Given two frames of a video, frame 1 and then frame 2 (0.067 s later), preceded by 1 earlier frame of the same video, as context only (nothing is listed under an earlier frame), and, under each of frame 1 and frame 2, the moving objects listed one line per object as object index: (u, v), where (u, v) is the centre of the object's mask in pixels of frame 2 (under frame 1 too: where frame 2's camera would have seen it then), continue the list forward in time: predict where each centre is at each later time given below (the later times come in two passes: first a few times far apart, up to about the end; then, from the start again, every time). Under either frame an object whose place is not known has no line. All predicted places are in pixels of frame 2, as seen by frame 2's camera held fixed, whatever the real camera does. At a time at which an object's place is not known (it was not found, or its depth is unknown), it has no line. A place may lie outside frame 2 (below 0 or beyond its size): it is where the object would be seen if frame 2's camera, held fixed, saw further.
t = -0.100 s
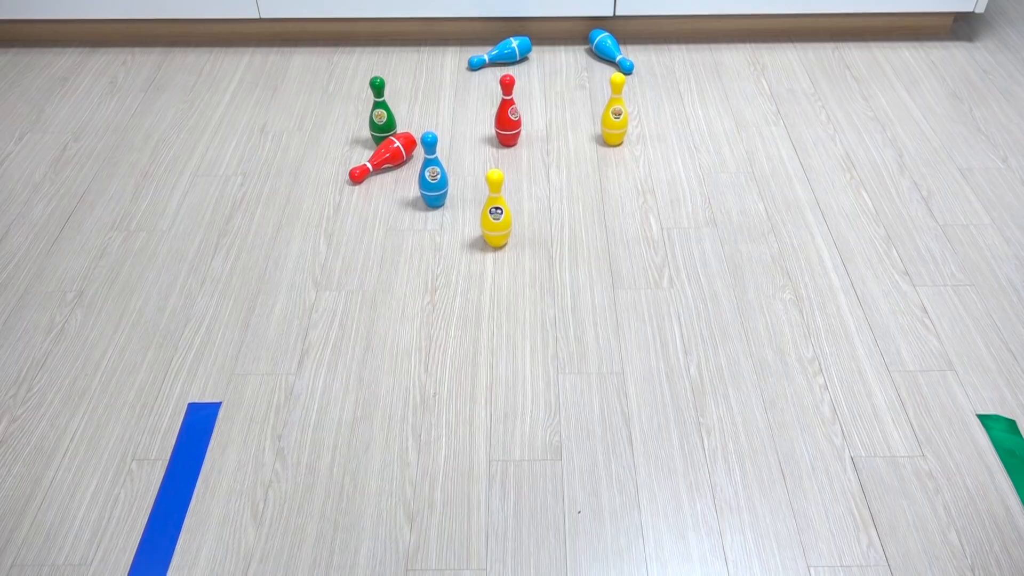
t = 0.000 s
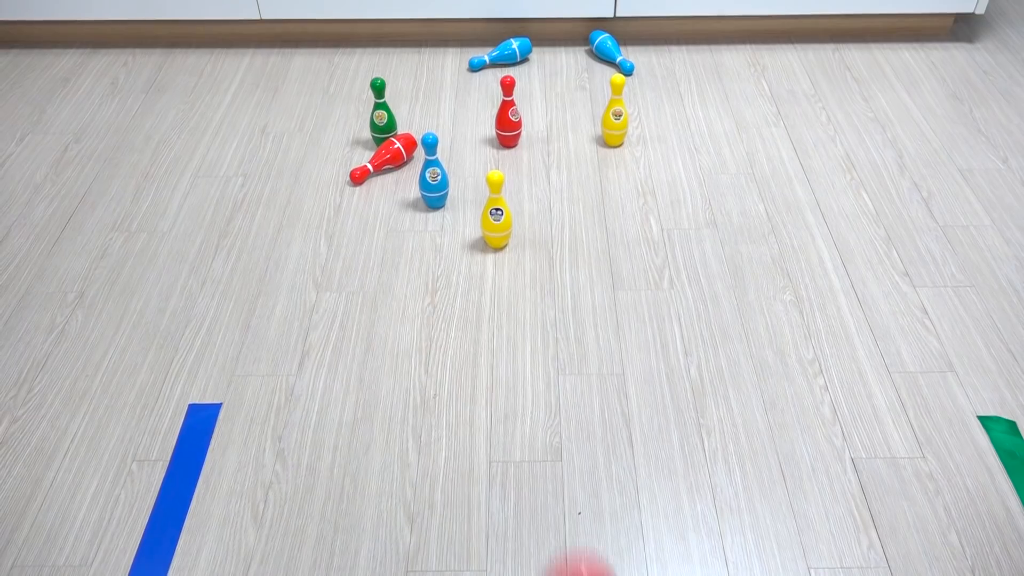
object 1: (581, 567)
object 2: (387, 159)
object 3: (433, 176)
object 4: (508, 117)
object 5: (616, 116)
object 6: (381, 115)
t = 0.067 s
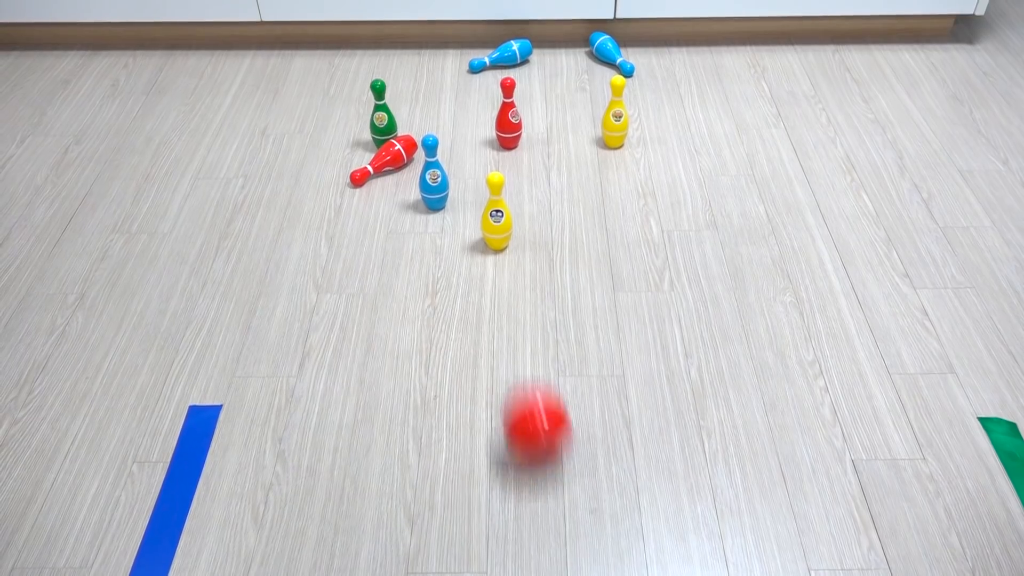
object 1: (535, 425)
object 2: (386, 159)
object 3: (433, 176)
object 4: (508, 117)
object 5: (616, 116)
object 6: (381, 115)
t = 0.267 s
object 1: (453, 203)
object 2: (386, 159)
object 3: (428, 166)
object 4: (516, 97)
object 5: (616, 116)
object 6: (381, 115)
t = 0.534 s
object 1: (445, 180)
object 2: (365, 137)
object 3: (416, 149)
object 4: (576, 80)
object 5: (616, 116)
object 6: (344, 93)
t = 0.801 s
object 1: (456, 178)
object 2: (347, 117)
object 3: (426, 148)
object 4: (568, 124)
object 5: (684, 143)
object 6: (306, 61)
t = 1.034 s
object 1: (471, 181)
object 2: (330, 103)
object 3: (423, 145)
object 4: (546, 135)
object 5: (743, 167)
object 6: (283, 46)
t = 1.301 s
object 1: (492, 188)
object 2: (298, 93)
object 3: (417, 142)
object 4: (536, 137)
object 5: (789, 202)
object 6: (273, 54)
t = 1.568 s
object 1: (507, 195)
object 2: (257, 93)
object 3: (408, 138)
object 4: (527, 133)
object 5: (824, 223)
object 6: (280, 61)
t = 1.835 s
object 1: (509, 201)
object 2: (217, 103)
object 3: (401, 133)
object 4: (524, 129)
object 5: (832, 239)
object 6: (299, 60)
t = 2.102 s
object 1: (498, 209)
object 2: (186, 119)
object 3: (397, 128)
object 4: (523, 126)
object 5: (839, 253)
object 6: (319, 54)
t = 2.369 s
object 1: (481, 218)
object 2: (167, 138)
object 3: (396, 127)
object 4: (524, 127)
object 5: (849, 266)
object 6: (334, 48)
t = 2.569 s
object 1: (470, 223)
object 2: (162, 152)
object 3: (398, 130)
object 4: (526, 130)
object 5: (857, 274)
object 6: (342, 43)
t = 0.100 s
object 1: (519, 354)
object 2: (386, 159)
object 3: (433, 176)
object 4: (508, 117)
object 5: (616, 116)
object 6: (381, 115)
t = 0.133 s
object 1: (503, 297)
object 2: (386, 159)
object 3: (433, 176)
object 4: (508, 117)
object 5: (616, 116)
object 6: (381, 115)
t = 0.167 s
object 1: (491, 246)
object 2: (386, 159)
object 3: (433, 176)
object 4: (508, 117)
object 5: (616, 116)
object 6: (381, 115)
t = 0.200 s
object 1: (477, 229)
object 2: (386, 159)
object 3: (433, 176)
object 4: (509, 116)
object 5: (616, 116)
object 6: (381, 115)
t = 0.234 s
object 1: (463, 215)
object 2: (386, 159)
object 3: (432, 175)
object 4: (510, 108)
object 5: (616, 116)
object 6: (381, 115)
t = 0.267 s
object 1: (453, 203)
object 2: (386, 159)
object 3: (428, 166)
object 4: (516, 97)
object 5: (616, 116)
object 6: (381, 115)
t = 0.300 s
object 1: (451, 199)
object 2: (384, 160)
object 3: (418, 161)
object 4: (523, 66)
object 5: (616, 116)
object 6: (381, 115)
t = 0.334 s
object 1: (449, 196)
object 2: (377, 160)
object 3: (409, 152)
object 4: (531, 42)
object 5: (616, 116)
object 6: (381, 114)
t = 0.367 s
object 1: (448, 192)
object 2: (373, 157)
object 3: (408, 147)
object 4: (539, 28)
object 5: (616, 116)
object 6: (375, 112)
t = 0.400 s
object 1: (447, 190)
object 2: (370, 155)
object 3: (406, 145)
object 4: (548, 37)
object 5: (615, 116)
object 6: (369, 108)
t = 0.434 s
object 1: (446, 186)
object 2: (369, 148)
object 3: (407, 148)
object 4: (556, 55)
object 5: (615, 116)
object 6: (363, 107)
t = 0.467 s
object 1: (445, 184)
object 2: (368, 144)
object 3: (409, 150)
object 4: (566, 80)
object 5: (616, 116)
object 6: (357, 108)
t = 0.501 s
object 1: (445, 182)
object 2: (368, 139)
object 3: (412, 148)
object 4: (572, 81)
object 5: (616, 116)
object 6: (351, 102)
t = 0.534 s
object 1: (445, 180)
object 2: (365, 137)
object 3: (416, 149)
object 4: (576, 80)
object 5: (616, 116)
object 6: (344, 93)
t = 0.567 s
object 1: (446, 180)
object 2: (361, 135)
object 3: (419, 153)
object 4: (582, 84)
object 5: (616, 116)
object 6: (338, 88)
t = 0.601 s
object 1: (447, 180)
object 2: (358, 131)
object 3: (421, 154)
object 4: (589, 95)
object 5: (616, 116)
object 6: (333, 82)
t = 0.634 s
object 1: (449, 179)
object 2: (355, 130)
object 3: (422, 152)
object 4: (594, 106)
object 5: (621, 117)
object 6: (328, 81)
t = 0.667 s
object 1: (450, 179)
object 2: (353, 127)
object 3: (423, 150)
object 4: (588, 114)
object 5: (635, 122)
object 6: (324, 78)
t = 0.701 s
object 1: (452, 179)
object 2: (351, 125)
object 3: (424, 151)
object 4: (582, 127)
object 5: (648, 128)
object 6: (318, 71)
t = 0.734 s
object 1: (453, 178)
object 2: (350, 121)
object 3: (425, 151)
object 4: (577, 122)
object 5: (661, 133)
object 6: (314, 68)
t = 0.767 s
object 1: (455, 178)
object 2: (348, 120)
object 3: (425, 150)
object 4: (572, 121)
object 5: (672, 138)
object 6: (309, 63)
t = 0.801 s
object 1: (456, 178)
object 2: (347, 117)
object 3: (426, 148)
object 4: (568, 124)
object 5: (684, 143)
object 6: (306, 61)
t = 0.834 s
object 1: (458, 178)
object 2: (345, 114)
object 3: (426, 148)
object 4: (563, 131)
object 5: (694, 147)
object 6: (302, 58)
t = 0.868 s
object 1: (460, 179)
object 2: (343, 112)
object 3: (426, 148)
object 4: (559, 134)
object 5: (704, 150)
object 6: (298, 54)
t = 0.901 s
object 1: (462, 179)
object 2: (341, 110)
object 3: (425, 147)
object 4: (556, 128)
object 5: (713, 154)
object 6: (295, 51)
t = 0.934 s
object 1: (464, 179)
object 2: (339, 109)
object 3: (425, 147)
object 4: (554, 128)
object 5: (721, 157)
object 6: (291, 48)
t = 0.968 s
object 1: (467, 180)
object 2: (336, 107)
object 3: (424, 147)
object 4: (551, 132)
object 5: (729, 161)
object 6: (289, 46)
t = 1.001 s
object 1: (469, 180)
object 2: (333, 105)
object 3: (423, 146)
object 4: (548, 135)
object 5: (736, 164)
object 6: (287, 46)
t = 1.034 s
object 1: (471, 181)
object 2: (330, 103)
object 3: (423, 145)
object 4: (546, 135)
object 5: (743, 167)
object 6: (283, 46)
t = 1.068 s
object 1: (474, 182)
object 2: (326, 102)
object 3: (422, 145)
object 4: (545, 134)
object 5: (749, 170)
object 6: (281, 47)
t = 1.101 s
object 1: (477, 183)
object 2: (323, 100)
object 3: (421, 145)
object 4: (544, 138)
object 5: (754, 173)
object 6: (279, 48)
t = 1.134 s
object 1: (479, 183)
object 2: (319, 98)
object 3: (421, 144)
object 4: (543, 135)
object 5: (759, 177)
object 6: (276, 49)
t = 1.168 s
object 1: (482, 184)
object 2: (315, 97)
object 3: (420, 144)
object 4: (541, 135)
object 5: (764, 183)
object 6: (275, 50)
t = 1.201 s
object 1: (485, 185)
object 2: (311, 96)
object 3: (419, 143)
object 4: (540, 136)
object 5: (770, 193)
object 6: (274, 51)
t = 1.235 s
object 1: (487, 186)
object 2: (306, 95)
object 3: (418, 143)
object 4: (539, 136)
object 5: (775, 202)
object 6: (273, 52)
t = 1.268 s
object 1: (490, 187)
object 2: (302, 94)
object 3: (417, 142)
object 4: (538, 134)
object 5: (782, 200)
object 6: (273, 53)
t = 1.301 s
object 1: (492, 188)
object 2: (298, 93)
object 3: (417, 142)
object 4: (536, 137)
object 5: (789, 202)
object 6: (273, 54)
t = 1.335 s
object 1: (495, 189)
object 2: (293, 93)
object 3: (416, 142)
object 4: (535, 136)
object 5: (795, 203)
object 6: (273, 55)
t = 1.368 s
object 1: (497, 189)
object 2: (288, 92)
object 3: (414, 141)
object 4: (534, 136)
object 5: (800, 209)
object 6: (273, 56)
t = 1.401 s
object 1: (499, 190)
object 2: (283, 92)
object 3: (413, 141)
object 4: (533, 135)
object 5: (805, 214)
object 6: (273, 58)
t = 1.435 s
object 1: (501, 191)
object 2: (278, 92)
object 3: (412, 140)
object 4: (532, 135)
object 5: (811, 214)
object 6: (274, 58)
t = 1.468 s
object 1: (503, 192)
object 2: (273, 92)
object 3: (411, 140)
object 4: (531, 135)
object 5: (815, 217)
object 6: (275, 58)
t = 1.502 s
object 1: (504, 193)
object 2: (268, 92)
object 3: (410, 139)
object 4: (530, 135)
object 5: (818, 218)
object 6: (278, 57)
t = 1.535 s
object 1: (506, 194)
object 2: (262, 93)
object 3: (409, 138)
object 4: (528, 134)
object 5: (820, 223)
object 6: (280, 59)
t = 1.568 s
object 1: (507, 195)
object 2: (257, 93)
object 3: (408, 138)
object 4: (527, 133)
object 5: (824, 223)
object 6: (280, 61)
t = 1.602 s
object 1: (508, 195)
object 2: (252, 94)
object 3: (407, 137)
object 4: (526, 133)
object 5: (826, 224)
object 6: (282, 61)
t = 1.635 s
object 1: (509, 196)
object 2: (247, 95)
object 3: (406, 137)
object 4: (525, 133)
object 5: (826, 227)
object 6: (284, 61)
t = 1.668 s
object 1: (510, 197)
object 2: (241, 96)
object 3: (405, 136)
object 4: (525, 132)
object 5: (827, 229)
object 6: (286, 61)
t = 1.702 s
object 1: (510, 198)
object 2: (236, 97)
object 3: (404, 135)
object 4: (525, 131)
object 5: (828, 231)
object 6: (289, 61)
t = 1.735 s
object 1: (510, 199)
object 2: (231, 99)
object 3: (403, 135)
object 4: (525, 131)
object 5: (829, 233)
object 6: (291, 61)
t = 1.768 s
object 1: (510, 199)
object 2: (226, 99)
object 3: (402, 134)
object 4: (524, 130)
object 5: (830, 234)
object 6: (294, 61)
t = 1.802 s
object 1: (510, 200)
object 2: (222, 101)
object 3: (402, 133)
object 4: (524, 130)
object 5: (830, 237)
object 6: (296, 60)
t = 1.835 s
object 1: (509, 201)
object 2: (217, 103)
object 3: (401, 133)
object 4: (524, 129)
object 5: (832, 239)
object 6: (299, 60)
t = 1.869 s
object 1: (508, 202)
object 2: (213, 104)
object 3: (400, 132)
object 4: (524, 128)
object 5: (832, 241)
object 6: (302, 59)
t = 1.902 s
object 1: (507, 203)
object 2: (209, 106)
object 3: (399, 131)
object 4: (524, 128)
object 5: (833, 243)
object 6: (304, 59)
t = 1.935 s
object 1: (506, 204)
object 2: (205, 108)
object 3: (399, 131)
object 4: (523, 127)
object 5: (834, 244)
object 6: (307, 58)
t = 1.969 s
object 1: (505, 205)
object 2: (201, 110)
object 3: (398, 130)
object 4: (523, 127)
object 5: (835, 246)
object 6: (309, 57)
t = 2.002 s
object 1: (503, 206)
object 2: (196, 112)
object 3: (398, 130)
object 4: (523, 126)
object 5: (836, 248)
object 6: (312, 57)
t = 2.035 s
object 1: (501, 207)
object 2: (193, 114)
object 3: (398, 129)
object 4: (523, 126)
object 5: (837, 250)
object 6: (314, 56)
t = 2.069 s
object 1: (499, 208)
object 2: (189, 116)
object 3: (397, 129)
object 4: (523, 126)
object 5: (838, 252)
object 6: (316, 55)
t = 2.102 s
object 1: (498, 209)
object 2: (186, 119)
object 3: (397, 128)
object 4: (523, 126)
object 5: (839, 253)
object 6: (319, 54)
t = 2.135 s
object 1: (496, 210)
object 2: (182, 121)
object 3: (396, 128)
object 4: (523, 126)
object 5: (840, 255)
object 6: (320, 53)
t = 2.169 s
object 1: (494, 212)
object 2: (179, 124)
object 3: (396, 128)
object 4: (523, 126)
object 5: (841, 256)
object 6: (322, 53)
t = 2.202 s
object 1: (492, 213)
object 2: (176, 126)
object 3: (396, 127)
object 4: (523, 126)
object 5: (843, 258)
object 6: (325, 52)
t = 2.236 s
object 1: (489, 214)
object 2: (174, 128)
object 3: (396, 127)
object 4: (523, 126)
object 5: (844, 259)
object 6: (326, 51)
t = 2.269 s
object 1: (487, 215)
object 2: (172, 131)
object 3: (396, 127)
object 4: (523, 126)
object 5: (845, 261)
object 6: (329, 50)
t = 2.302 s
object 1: (485, 216)
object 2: (170, 133)
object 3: (396, 127)
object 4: (523, 126)
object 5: (846, 263)
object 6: (330, 49)
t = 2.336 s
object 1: (483, 217)
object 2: (168, 135)
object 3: (396, 127)
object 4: (524, 127)
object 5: (848, 264)
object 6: (332, 49)
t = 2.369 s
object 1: (481, 218)
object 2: (167, 138)
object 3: (396, 127)
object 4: (524, 127)
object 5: (849, 266)
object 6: (334, 48)
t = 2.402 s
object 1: (479, 219)
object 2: (166, 140)
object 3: (396, 128)
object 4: (524, 128)
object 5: (851, 268)
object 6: (336, 47)
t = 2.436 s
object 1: (477, 220)
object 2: (164, 142)
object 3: (396, 128)
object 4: (524, 128)
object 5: (852, 269)
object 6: (337, 46)
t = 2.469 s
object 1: (475, 221)
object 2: (163, 145)
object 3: (397, 129)
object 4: (525, 128)
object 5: (853, 270)
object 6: (338, 46)
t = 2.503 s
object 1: (473, 222)
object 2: (163, 147)
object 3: (397, 129)
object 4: (525, 129)
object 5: (855, 271)
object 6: (340, 45)
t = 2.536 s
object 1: (471, 223)
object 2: (163, 150)
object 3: (397, 130)
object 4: (525, 130)
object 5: (856, 273)
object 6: (341, 44)
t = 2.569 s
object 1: (470, 223)
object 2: (162, 152)
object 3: (398, 130)
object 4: (526, 130)
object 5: (857, 274)
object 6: (342, 43)
